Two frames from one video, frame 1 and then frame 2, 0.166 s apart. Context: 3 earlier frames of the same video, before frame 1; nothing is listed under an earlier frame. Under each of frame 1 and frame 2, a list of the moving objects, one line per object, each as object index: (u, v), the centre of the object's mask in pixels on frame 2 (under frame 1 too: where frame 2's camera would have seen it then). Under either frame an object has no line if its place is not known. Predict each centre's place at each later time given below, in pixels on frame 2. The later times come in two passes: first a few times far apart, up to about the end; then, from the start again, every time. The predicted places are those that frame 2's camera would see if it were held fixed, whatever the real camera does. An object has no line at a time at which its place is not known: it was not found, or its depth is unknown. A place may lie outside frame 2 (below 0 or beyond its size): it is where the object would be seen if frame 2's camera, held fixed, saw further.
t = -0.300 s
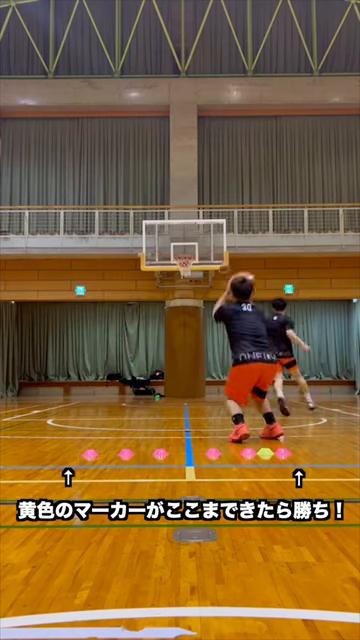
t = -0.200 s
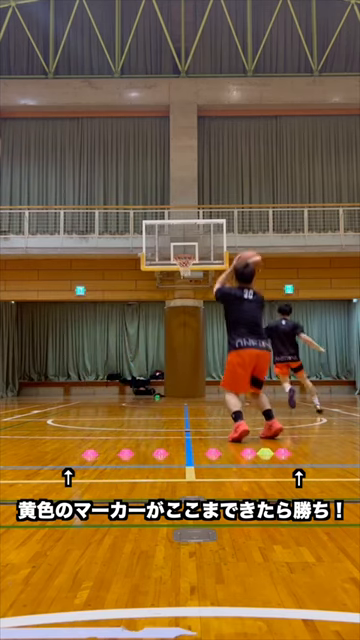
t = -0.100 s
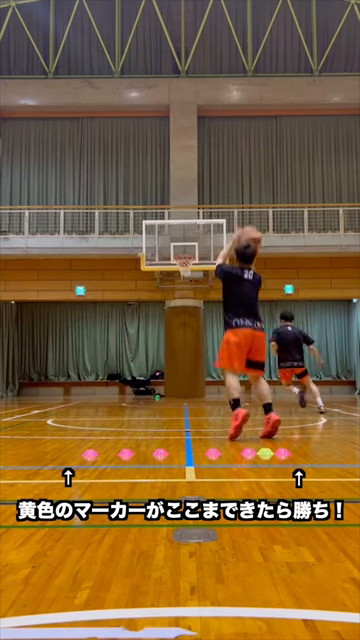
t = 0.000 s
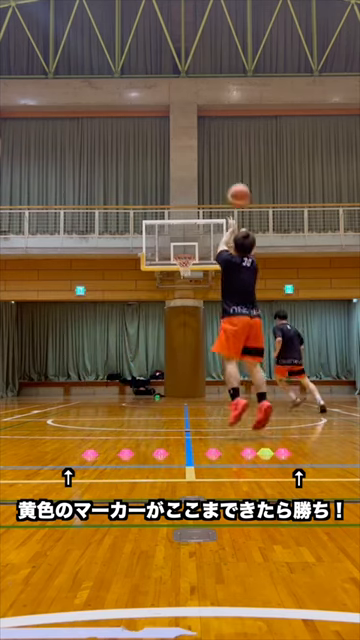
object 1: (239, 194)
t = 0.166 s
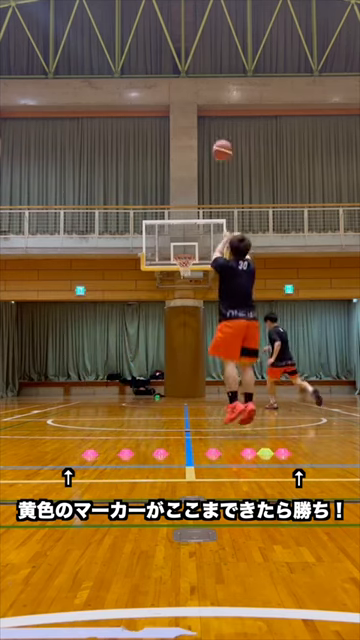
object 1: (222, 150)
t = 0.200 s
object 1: (220, 144)
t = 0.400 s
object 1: (207, 133)
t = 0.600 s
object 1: (197, 146)
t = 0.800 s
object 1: (190, 176)
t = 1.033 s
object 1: (183, 228)
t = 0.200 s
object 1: (220, 144)
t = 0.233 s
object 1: (217, 141)
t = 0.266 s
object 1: (215, 137)
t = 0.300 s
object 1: (213, 135)
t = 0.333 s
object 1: (211, 134)
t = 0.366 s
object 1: (208, 133)
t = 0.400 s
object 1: (207, 133)
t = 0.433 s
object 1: (205, 134)
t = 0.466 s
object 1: (204, 135)
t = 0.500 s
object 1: (202, 137)
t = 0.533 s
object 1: (200, 139)
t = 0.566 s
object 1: (199, 142)
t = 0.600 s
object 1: (197, 146)
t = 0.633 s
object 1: (196, 149)
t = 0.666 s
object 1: (194, 154)
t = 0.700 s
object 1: (193, 159)
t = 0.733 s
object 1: (192, 164)
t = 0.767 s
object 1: (191, 169)
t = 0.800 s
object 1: (190, 176)
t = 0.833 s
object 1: (189, 183)
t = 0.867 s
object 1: (187, 189)
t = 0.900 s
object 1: (186, 196)
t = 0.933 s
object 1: (185, 203)
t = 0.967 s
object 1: (185, 211)
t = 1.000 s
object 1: (184, 219)
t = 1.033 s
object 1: (183, 228)
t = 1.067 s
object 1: (183, 236)
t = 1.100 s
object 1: (182, 244)
